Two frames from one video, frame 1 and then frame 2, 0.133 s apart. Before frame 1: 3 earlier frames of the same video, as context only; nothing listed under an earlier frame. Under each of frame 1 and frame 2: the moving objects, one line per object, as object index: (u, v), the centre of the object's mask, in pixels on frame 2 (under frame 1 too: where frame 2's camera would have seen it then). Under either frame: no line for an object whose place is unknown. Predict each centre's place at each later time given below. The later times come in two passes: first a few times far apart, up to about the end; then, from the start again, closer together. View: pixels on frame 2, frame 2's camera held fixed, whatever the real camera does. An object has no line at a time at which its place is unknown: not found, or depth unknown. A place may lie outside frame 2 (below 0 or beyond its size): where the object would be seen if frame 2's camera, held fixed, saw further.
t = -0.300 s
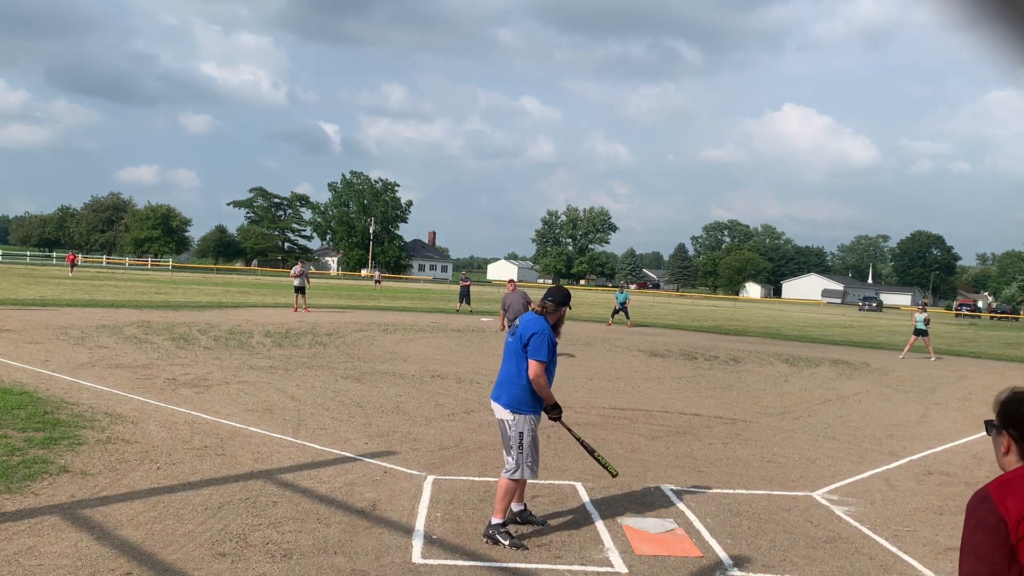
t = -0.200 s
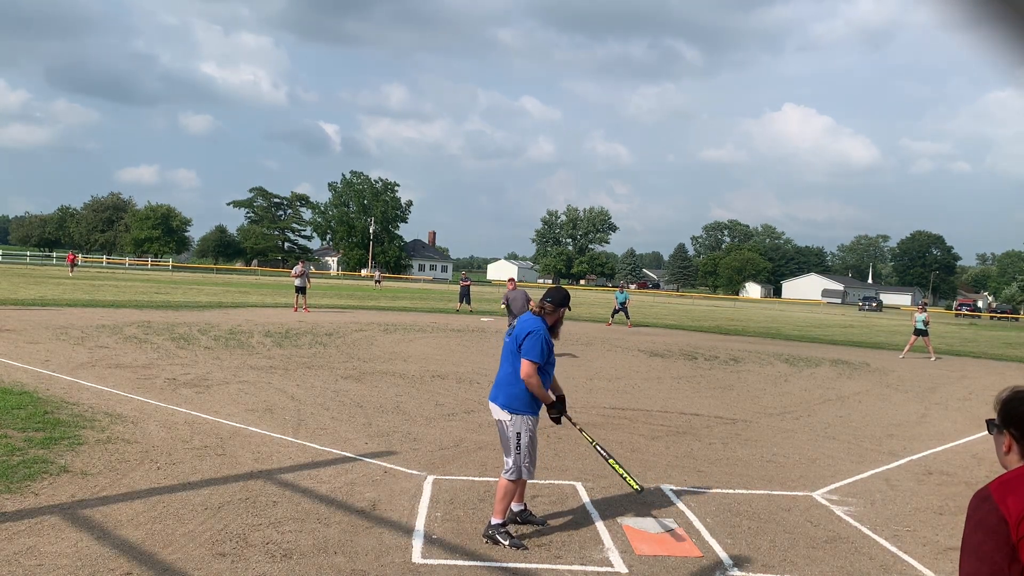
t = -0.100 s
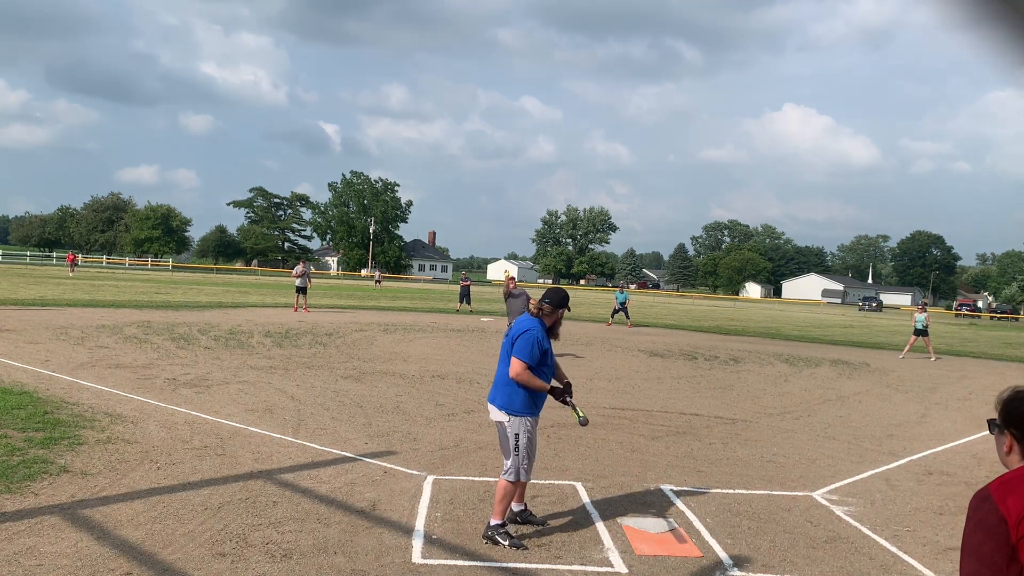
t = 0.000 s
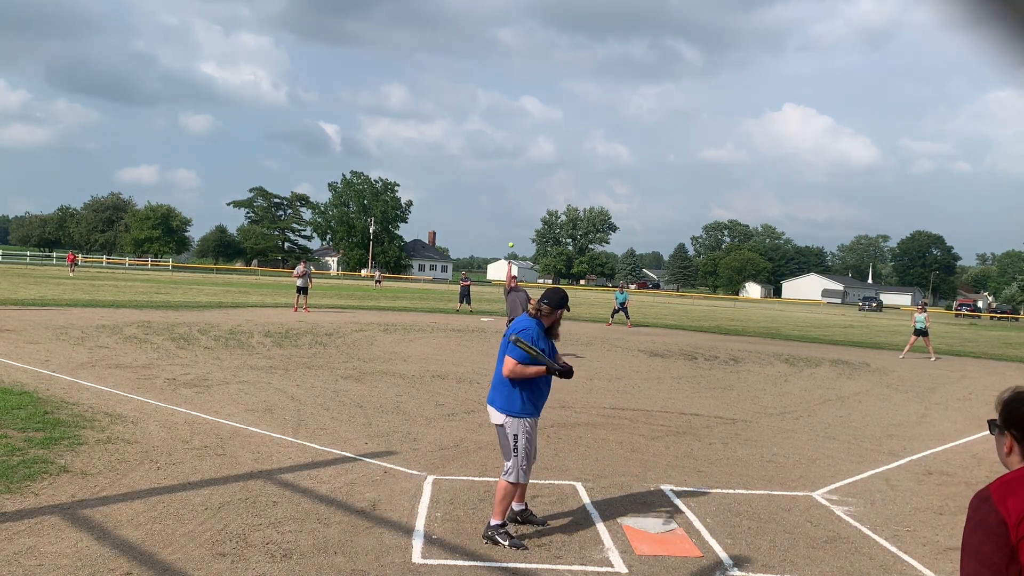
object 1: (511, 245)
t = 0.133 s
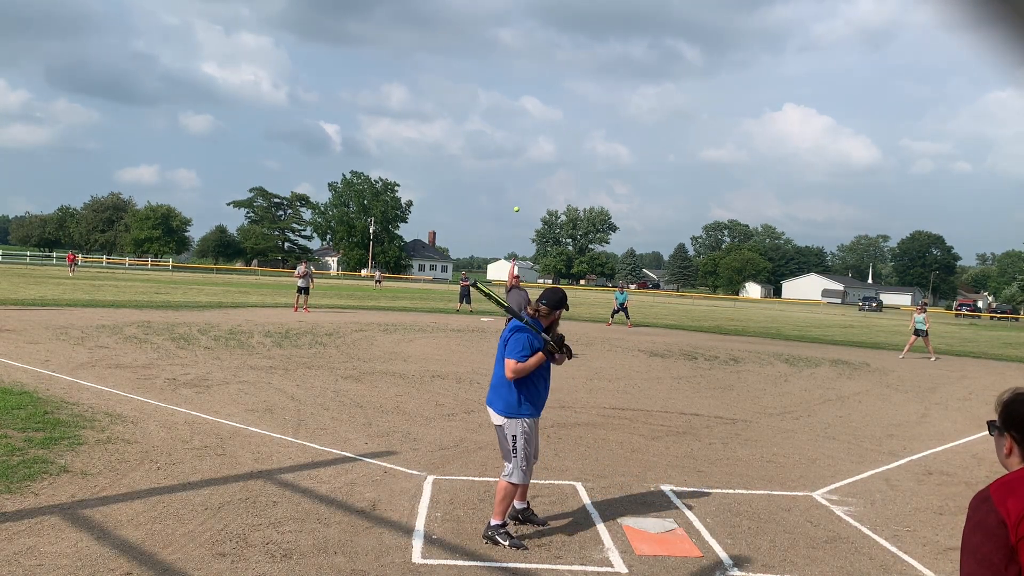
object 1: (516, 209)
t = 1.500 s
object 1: (645, 474)
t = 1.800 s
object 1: (703, 449)
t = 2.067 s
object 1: (759, 555)
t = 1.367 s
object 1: (620, 481)
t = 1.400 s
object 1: (627, 509)
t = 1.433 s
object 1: (633, 496)
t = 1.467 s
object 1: (639, 484)
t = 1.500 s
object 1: (645, 474)
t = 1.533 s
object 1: (651, 465)
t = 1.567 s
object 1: (657, 458)
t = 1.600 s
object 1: (663, 452)
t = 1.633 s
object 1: (670, 447)
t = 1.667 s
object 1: (676, 444)
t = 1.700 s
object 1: (683, 443)
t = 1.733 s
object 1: (689, 444)
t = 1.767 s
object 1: (696, 446)
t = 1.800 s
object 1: (703, 449)
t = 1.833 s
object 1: (710, 455)
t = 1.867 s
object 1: (717, 463)
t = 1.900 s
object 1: (723, 473)
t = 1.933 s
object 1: (731, 485)
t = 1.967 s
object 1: (738, 499)
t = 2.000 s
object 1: (745, 515)
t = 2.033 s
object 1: (752, 534)
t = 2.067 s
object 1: (759, 555)
